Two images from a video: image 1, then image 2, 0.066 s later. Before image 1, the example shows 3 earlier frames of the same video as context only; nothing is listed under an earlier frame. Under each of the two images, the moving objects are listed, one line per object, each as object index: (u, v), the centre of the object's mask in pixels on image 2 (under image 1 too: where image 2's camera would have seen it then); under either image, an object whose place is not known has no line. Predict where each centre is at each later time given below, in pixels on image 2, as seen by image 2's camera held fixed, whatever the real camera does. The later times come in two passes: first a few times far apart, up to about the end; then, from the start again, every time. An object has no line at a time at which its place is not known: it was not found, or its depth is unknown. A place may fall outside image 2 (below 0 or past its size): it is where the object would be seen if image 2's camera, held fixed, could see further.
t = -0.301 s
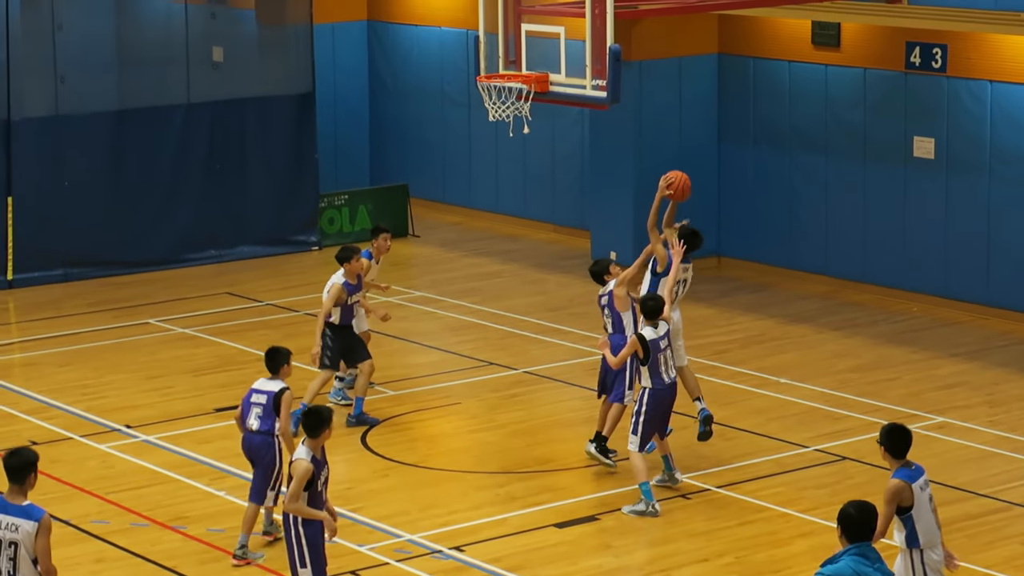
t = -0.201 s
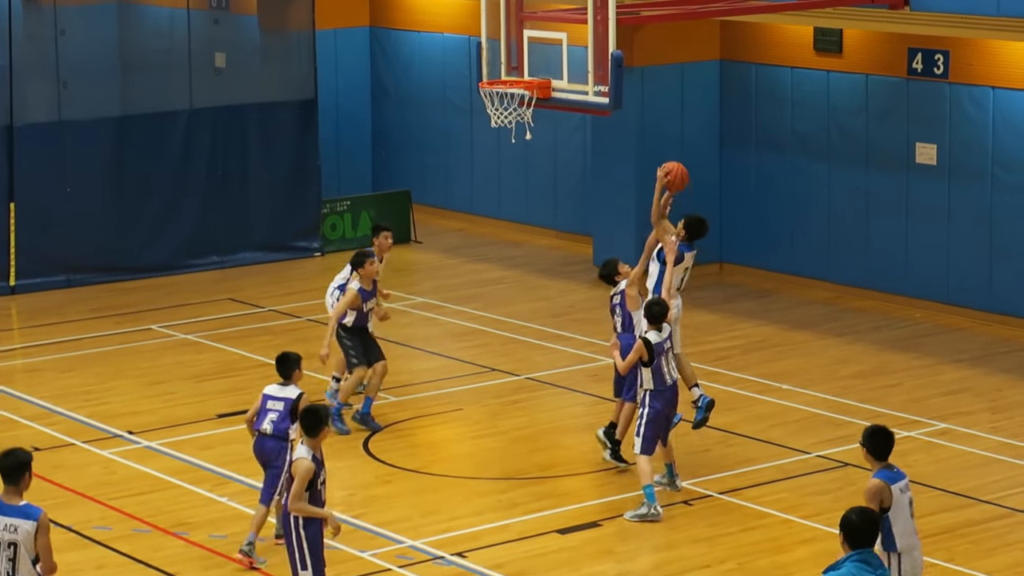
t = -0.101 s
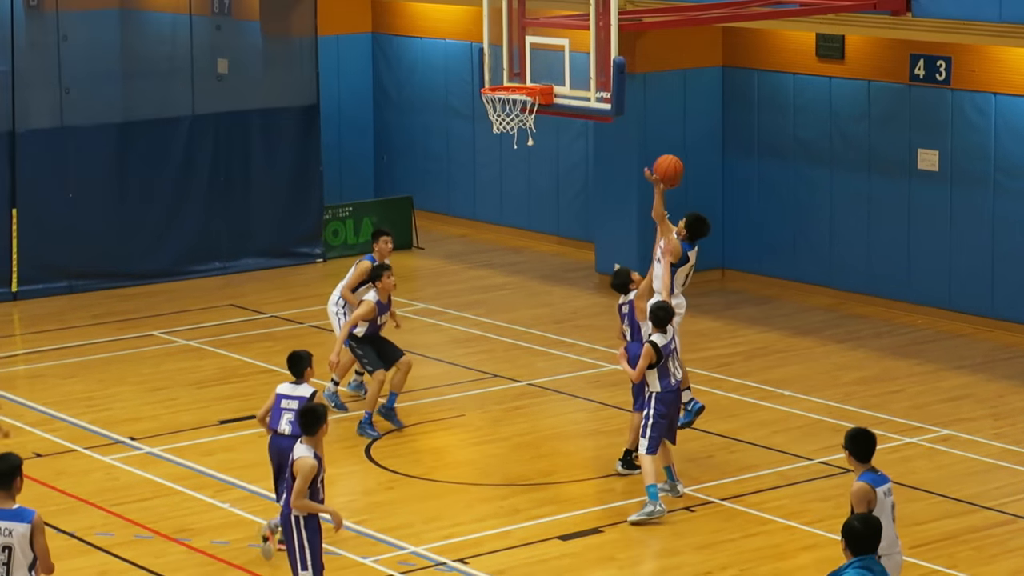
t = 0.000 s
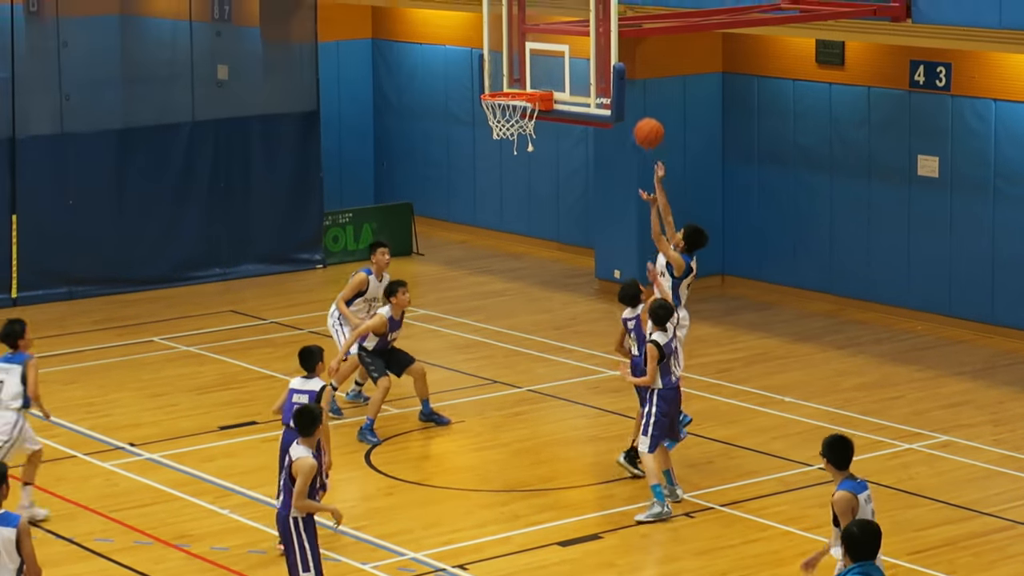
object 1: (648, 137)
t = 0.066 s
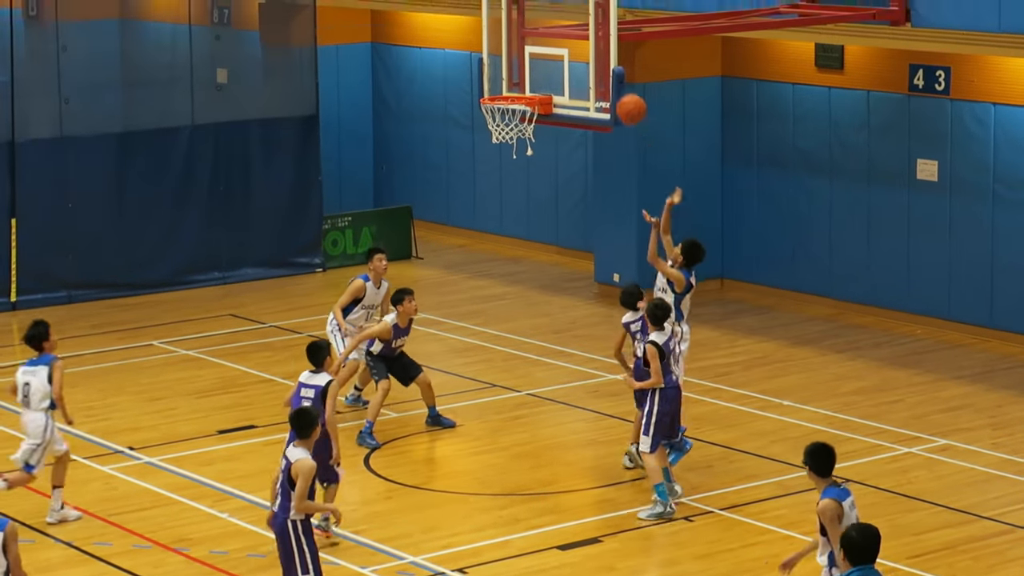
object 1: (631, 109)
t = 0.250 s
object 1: (586, 62)
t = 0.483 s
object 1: (531, 57)
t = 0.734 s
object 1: (510, 82)
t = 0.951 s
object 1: (543, 104)
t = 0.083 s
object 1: (627, 103)
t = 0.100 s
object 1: (623, 97)
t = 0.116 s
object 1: (619, 92)
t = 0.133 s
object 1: (614, 87)
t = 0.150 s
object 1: (610, 77)
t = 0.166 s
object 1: (607, 77)
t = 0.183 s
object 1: (602, 73)
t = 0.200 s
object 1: (598, 70)
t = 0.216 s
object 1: (595, 67)
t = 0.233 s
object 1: (590, 63)
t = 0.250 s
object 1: (586, 62)
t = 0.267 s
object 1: (582, 59)
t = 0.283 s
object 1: (578, 56)
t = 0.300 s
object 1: (574, 55)
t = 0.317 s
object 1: (570, 53)
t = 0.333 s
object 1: (566, 52)
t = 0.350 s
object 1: (562, 51)
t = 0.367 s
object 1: (558, 51)
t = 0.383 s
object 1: (554, 51)
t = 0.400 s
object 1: (551, 51)
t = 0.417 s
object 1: (547, 51)
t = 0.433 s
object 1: (543, 53)
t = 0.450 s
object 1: (539, 54)
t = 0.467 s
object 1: (535, 55)
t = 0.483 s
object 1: (531, 57)
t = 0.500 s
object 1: (528, 59)
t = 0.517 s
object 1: (524, 62)
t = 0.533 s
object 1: (520, 64)
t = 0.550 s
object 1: (517, 68)
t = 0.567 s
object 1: (513, 71)
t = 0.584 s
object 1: (508, 75)
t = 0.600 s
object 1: (505, 79)
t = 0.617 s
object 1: (501, 85)
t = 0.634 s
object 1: (498, 88)
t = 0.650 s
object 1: (499, 89)
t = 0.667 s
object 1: (501, 87)
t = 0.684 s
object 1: (502, 86)
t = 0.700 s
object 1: (505, 85)
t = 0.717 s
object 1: (507, 83)
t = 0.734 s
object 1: (510, 82)
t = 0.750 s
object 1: (513, 82)
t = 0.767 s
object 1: (516, 82)
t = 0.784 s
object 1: (518, 83)
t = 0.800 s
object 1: (520, 83)
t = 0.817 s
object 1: (523, 84)
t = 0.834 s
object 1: (525, 85)
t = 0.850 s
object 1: (528, 87)
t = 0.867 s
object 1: (531, 90)
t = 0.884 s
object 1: (533, 92)
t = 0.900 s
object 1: (536, 95)
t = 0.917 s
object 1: (538, 97)
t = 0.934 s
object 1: (541, 101)
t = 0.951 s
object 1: (543, 104)
